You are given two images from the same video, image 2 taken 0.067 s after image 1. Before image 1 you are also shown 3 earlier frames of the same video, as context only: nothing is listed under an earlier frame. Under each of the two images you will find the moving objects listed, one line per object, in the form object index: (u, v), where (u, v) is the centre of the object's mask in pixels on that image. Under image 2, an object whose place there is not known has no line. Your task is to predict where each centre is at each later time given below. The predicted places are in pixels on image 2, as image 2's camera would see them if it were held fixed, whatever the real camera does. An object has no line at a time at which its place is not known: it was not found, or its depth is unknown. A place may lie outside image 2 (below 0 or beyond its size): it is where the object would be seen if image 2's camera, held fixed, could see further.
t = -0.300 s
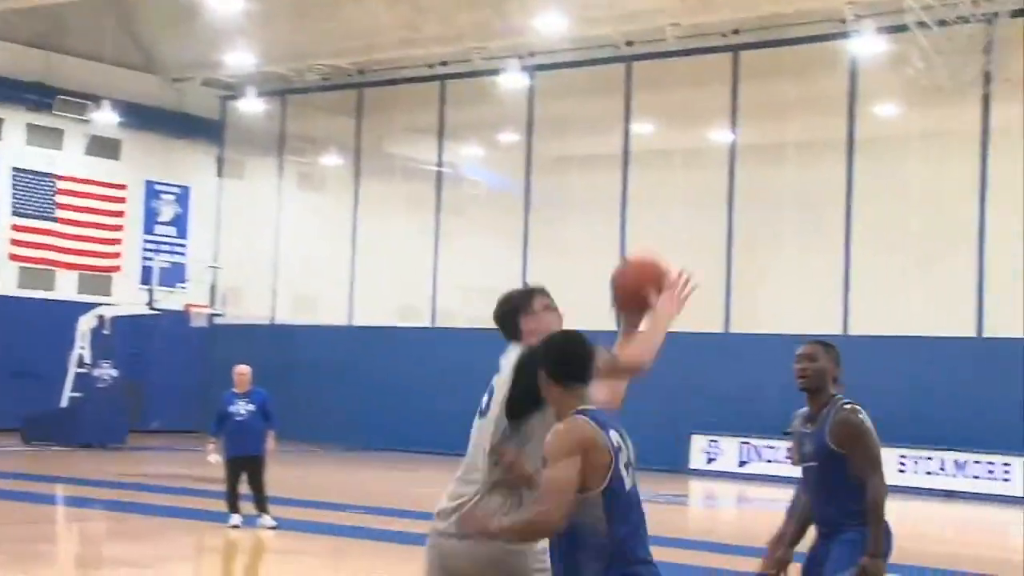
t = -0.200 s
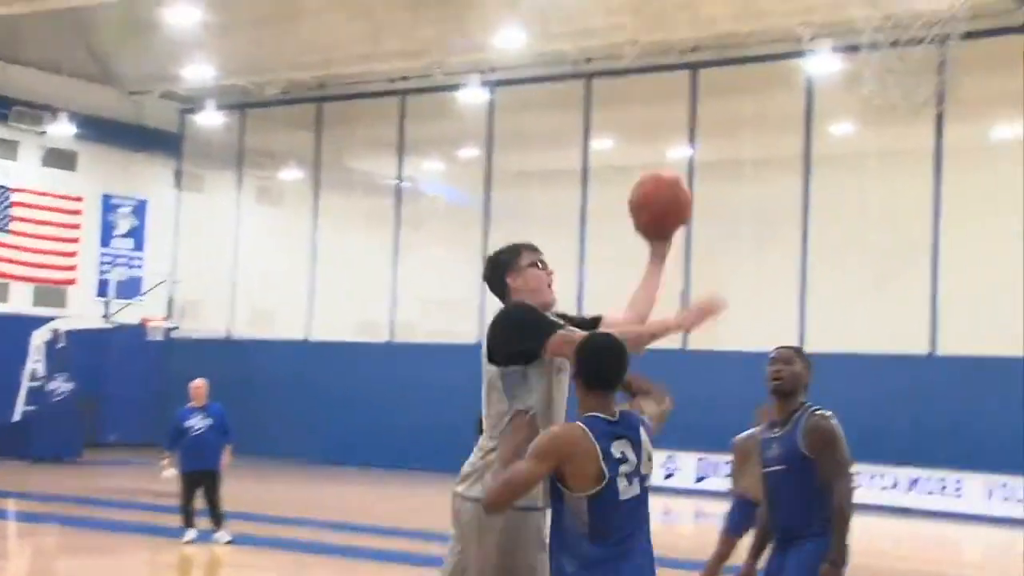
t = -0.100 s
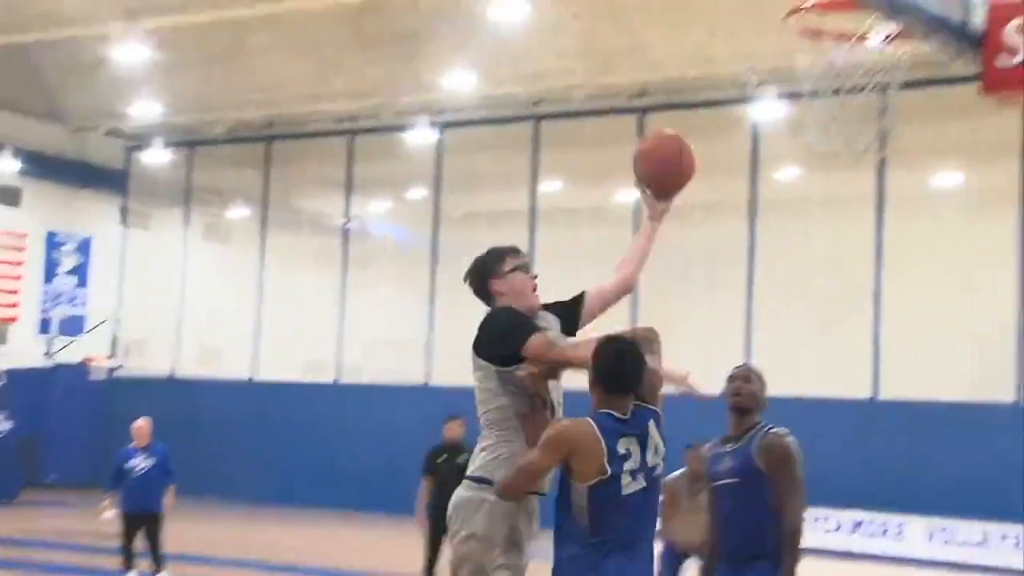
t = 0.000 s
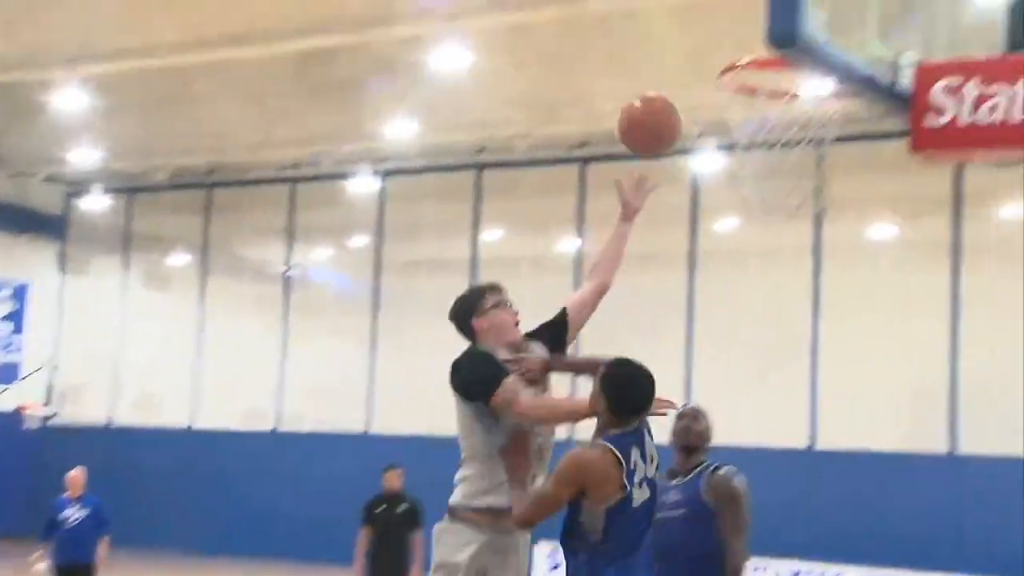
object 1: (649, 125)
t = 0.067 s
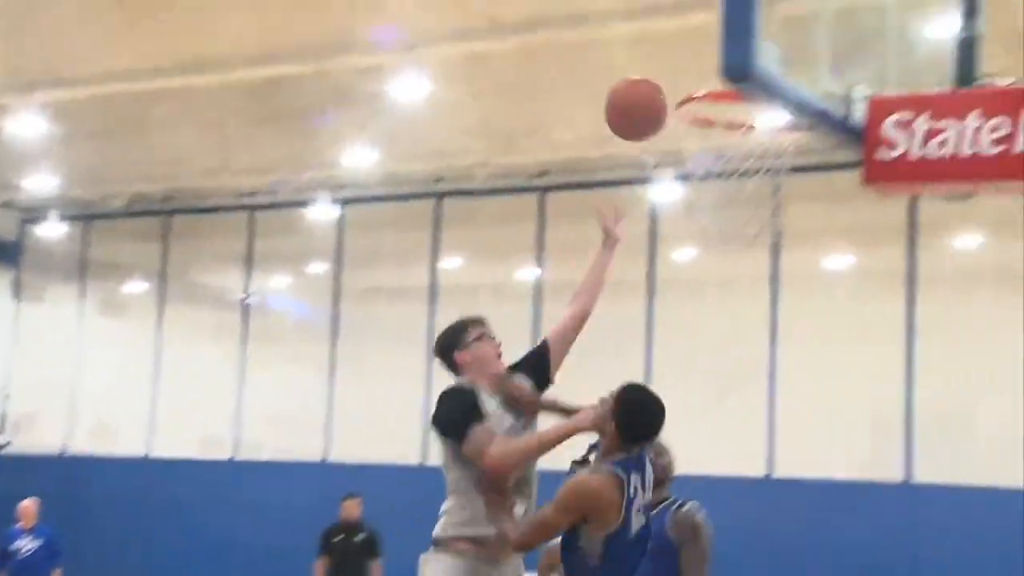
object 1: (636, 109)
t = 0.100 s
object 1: (653, 84)
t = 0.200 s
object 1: (707, 34)
